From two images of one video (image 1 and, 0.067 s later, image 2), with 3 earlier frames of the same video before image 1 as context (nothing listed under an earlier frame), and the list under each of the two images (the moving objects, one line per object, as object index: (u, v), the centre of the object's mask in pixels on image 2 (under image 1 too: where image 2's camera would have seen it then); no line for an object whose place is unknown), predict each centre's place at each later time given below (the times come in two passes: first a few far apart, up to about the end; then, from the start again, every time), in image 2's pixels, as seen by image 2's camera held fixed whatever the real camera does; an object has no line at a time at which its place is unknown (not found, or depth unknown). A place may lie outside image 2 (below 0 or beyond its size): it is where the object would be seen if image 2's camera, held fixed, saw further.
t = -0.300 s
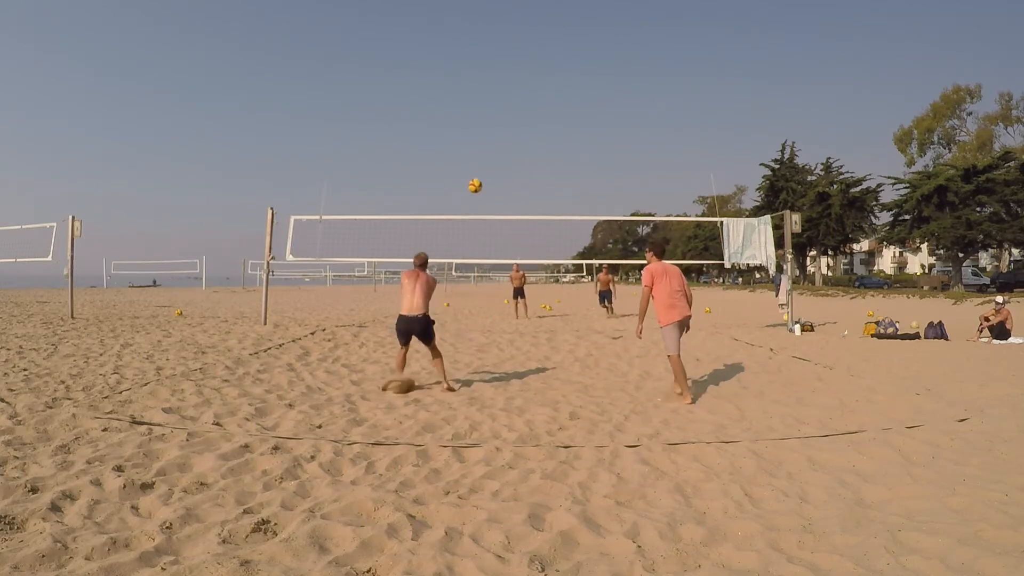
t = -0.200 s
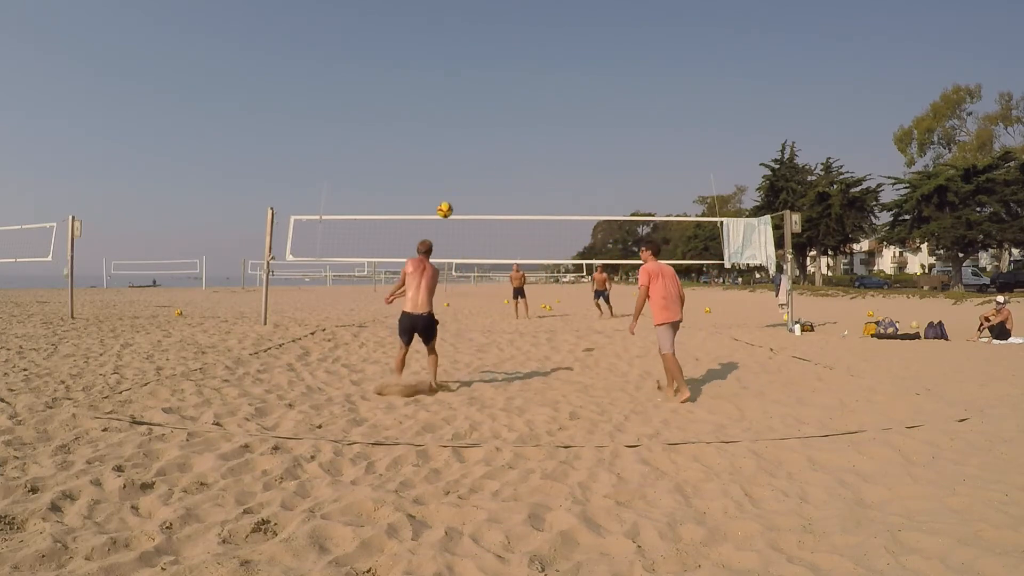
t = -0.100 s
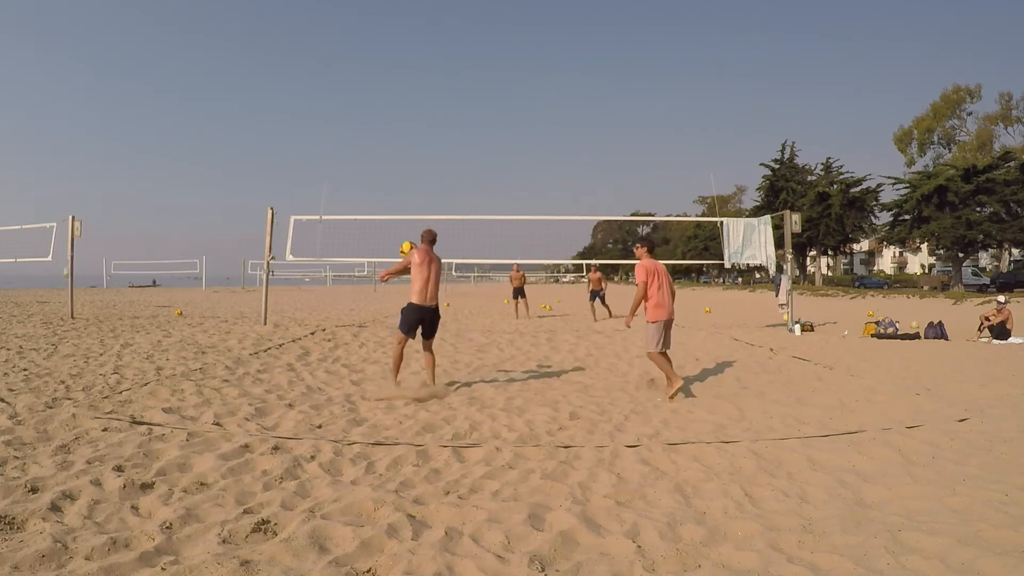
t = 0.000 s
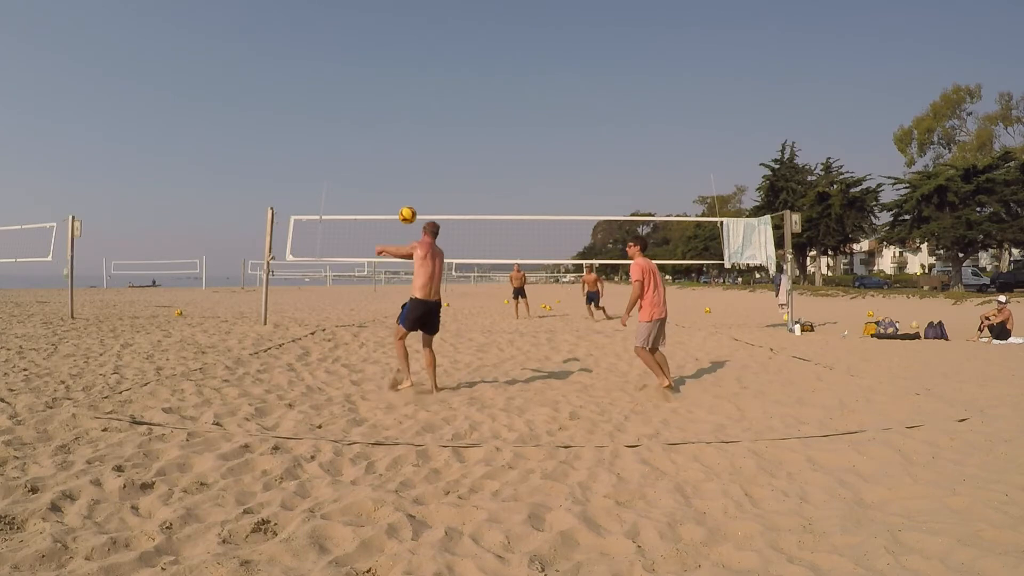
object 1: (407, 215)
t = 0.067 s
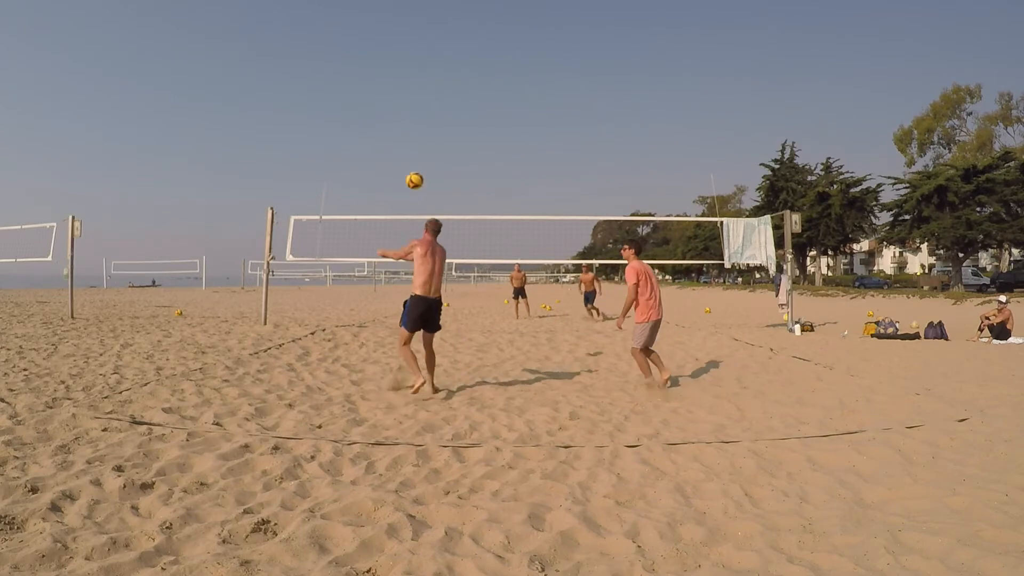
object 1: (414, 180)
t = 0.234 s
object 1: (430, 119)
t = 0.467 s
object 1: (447, 78)
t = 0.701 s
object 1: (461, 76)
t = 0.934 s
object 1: (473, 107)
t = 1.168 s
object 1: (483, 166)
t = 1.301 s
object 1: (489, 211)
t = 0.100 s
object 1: (418, 165)
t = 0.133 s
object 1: (421, 152)
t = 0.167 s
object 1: (424, 139)
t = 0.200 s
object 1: (427, 128)
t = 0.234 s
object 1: (430, 119)
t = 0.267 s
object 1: (433, 110)
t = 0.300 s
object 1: (435, 103)
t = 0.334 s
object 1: (438, 96)
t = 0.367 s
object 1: (440, 90)
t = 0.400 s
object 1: (443, 85)
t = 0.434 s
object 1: (445, 81)
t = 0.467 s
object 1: (447, 78)
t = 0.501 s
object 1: (450, 76)
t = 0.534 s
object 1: (452, 74)
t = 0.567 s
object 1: (454, 73)
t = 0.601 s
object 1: (456, 73)
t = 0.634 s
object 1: (457, 73)
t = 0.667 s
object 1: (459, 75)
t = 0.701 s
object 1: (461, 76)
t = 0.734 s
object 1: (463, 79)
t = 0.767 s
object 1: (465, 82)
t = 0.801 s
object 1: (466, 86)
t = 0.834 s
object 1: (468, 91)
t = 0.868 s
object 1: (469, 95)
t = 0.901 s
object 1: (471, 101)
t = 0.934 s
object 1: (473, 107)
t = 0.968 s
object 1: (474, 114)
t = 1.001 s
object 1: (476, 121)
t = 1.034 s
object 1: (477, 129)
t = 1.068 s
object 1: (479, 137)
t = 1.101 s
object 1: (480, 147)
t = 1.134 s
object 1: (482, 156)
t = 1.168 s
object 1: (483, 166)
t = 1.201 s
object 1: (485, 177)
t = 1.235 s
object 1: (486, 188)
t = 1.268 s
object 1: (488, 199)
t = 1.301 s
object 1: (489, 211)
